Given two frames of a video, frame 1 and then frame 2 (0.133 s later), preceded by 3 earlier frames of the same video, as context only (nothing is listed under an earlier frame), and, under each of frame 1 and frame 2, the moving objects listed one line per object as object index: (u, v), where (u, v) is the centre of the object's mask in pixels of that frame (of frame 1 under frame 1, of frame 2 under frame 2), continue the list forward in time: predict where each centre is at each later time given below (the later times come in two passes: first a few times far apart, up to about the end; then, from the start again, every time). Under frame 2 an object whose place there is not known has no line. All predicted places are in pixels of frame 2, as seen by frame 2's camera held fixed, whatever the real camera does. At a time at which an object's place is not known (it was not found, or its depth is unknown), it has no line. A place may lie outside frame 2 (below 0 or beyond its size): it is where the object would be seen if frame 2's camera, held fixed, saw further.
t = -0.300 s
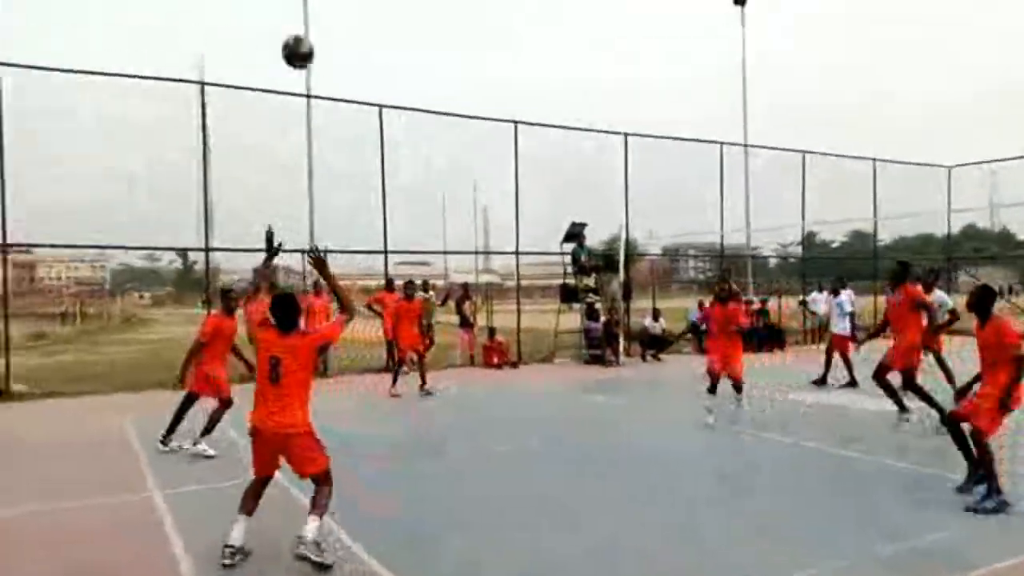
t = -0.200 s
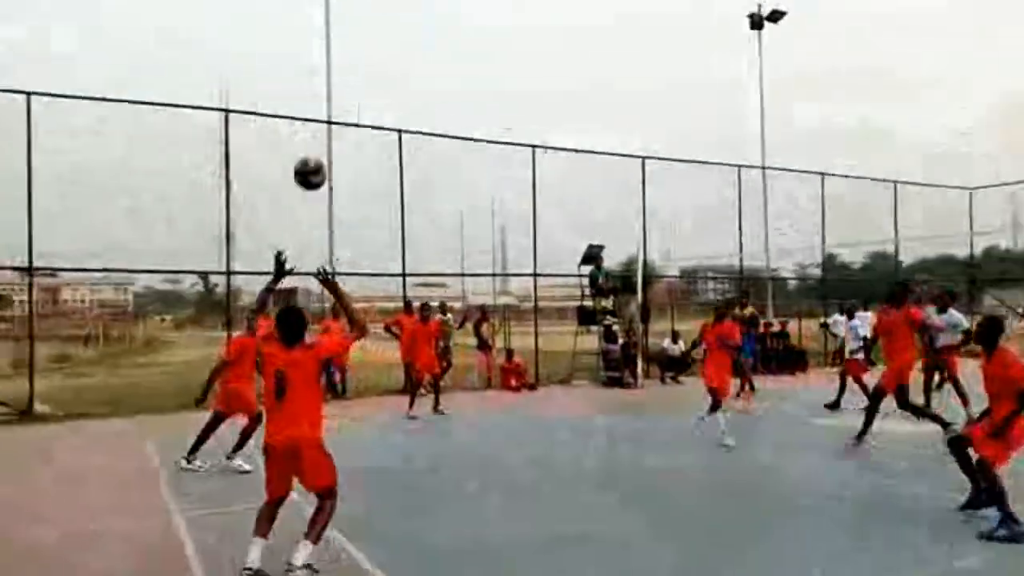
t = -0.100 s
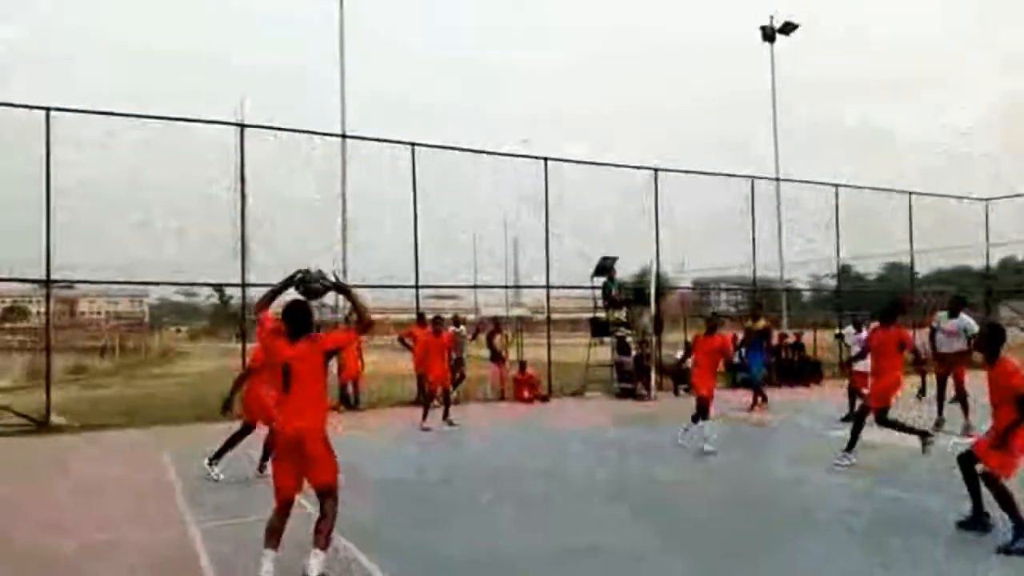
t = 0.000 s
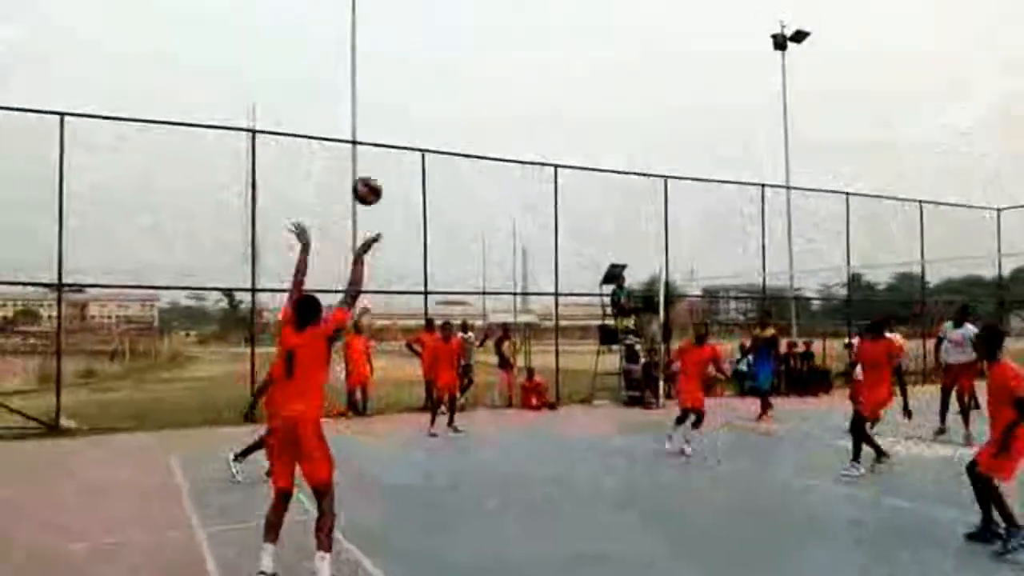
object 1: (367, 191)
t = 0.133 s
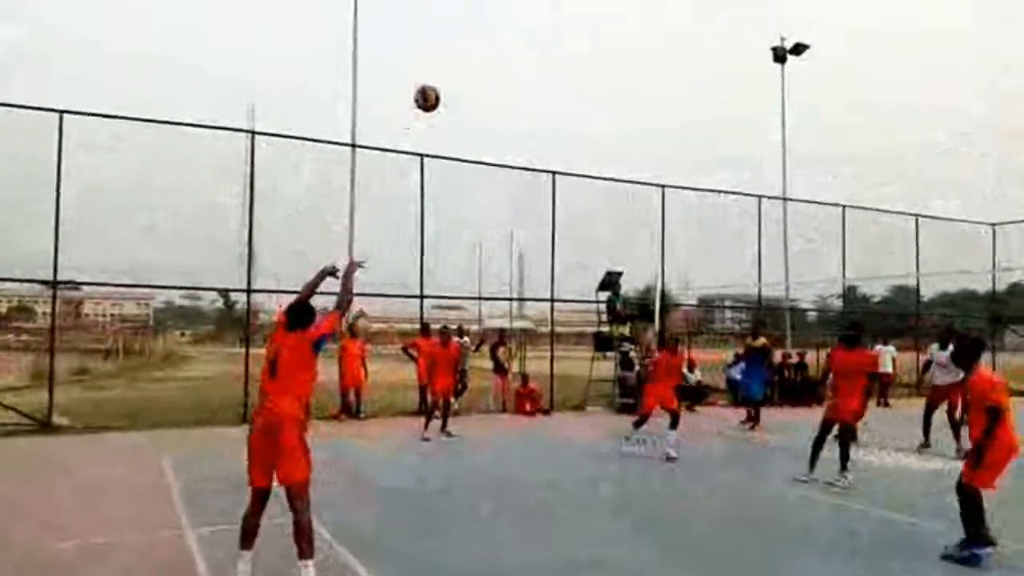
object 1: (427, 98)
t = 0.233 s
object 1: (463, 53)
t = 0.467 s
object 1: (521, 11)
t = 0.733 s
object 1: (562, 31)
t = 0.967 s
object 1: (585, 85)
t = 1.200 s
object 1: (602, 162)
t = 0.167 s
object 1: (440, 81)
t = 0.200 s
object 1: (452, 66)
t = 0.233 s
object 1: (463, 53)
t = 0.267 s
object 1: (473, 42)
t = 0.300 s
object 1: (483, 33)
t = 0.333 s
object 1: (491, 25)
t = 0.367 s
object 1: (500, 18)
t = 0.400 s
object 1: (507, 14)
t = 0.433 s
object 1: (514, 12)
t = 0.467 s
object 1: (521, 11)
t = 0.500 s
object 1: (527, 10)
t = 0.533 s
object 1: (532, 11)
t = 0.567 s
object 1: (537, 12)
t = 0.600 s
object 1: (542, 14)
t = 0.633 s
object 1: (548, 17)
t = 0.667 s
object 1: (553, 21)
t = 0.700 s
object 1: (558, 26)
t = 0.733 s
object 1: (562, 31)
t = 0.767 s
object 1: (566, 38)
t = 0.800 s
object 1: (570, 44)
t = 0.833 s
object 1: (573, 51)
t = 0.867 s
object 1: (576, 59)
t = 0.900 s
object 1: (579, 68)
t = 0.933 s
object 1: (582, 76)
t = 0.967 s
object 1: (585, 85)
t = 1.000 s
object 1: (588, 94)
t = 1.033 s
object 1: (591, 105)
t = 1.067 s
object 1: (593, 115)
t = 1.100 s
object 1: (596, 127)
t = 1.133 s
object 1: (598, 138)
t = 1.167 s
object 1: (600, 150)
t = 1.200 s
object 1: (602, 162)
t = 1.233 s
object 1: (604, 175)
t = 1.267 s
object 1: (606, 188)
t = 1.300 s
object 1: (608, 202)
